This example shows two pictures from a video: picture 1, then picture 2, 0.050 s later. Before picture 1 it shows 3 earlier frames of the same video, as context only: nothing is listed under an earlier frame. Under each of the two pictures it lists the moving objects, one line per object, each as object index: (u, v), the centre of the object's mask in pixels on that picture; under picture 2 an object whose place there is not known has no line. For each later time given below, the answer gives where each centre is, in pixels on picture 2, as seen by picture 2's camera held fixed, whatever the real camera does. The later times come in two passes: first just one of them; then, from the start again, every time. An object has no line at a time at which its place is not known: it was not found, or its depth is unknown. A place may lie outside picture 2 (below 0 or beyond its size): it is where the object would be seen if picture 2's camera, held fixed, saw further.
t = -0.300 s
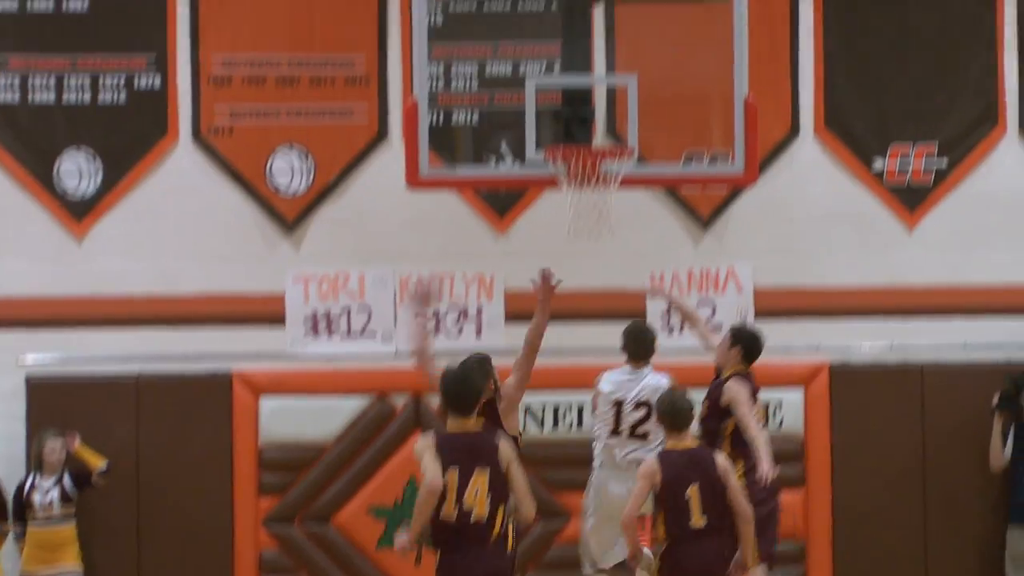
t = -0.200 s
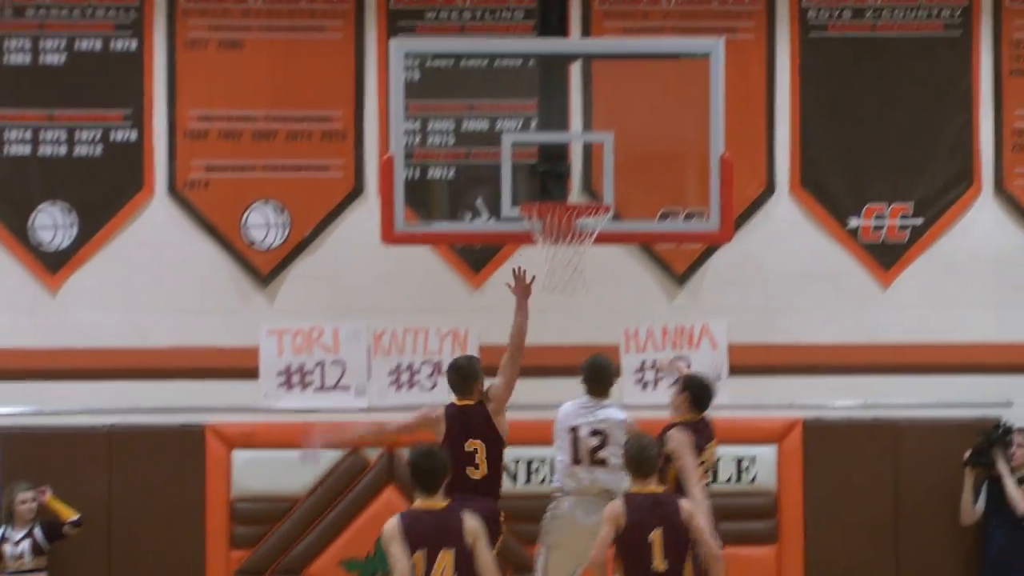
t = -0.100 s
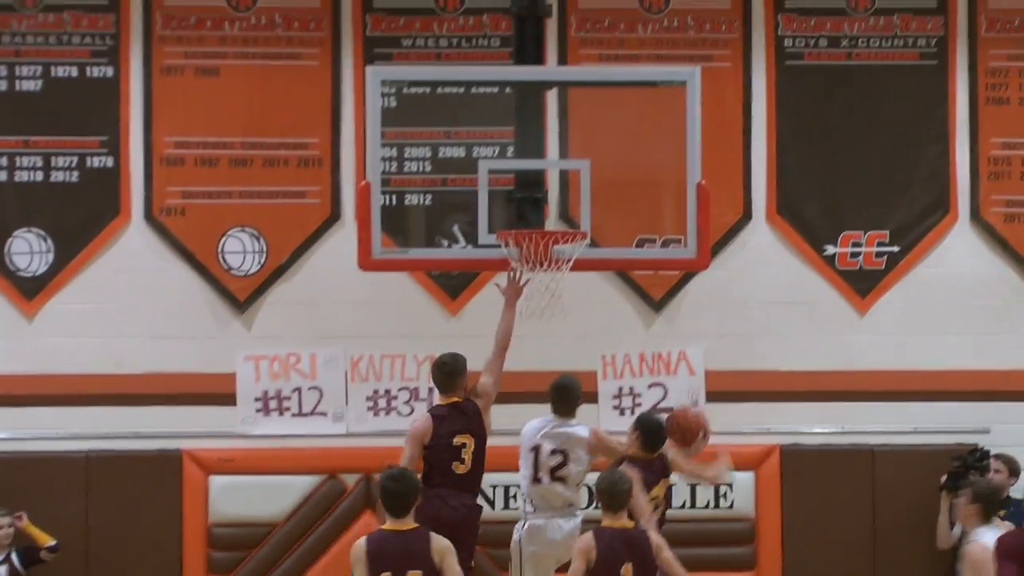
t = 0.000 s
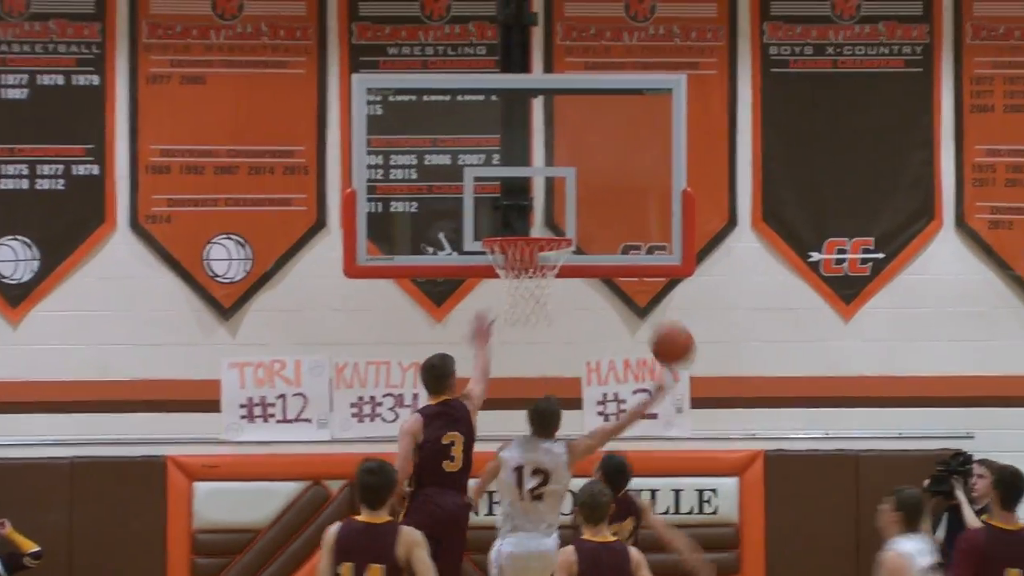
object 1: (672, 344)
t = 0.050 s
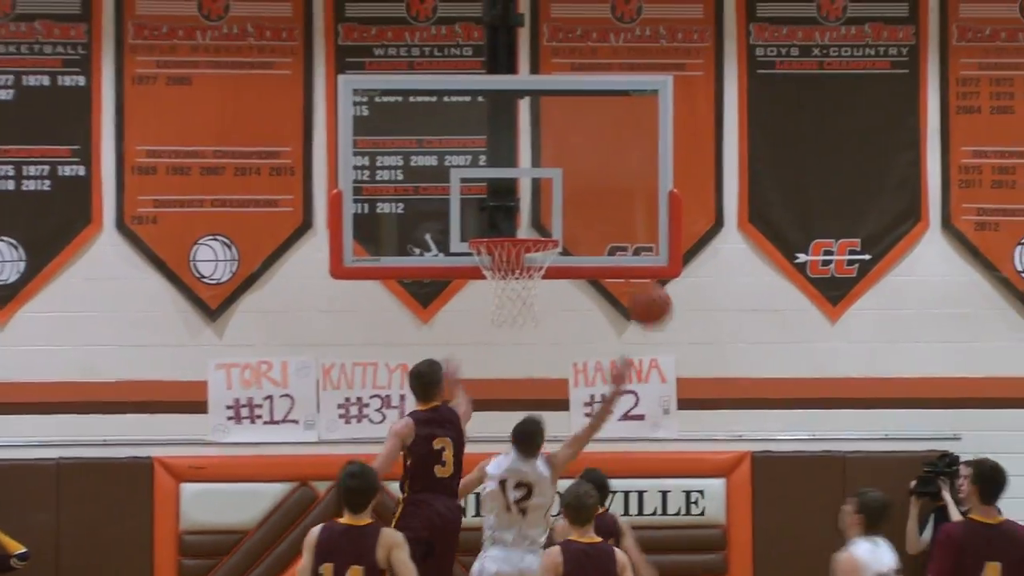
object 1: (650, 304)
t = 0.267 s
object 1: (607, 177)
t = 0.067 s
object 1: (647, 291)
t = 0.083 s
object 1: (644, 281)
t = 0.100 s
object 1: (640, 269)
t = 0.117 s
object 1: (637, 259)
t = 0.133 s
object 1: (634, 247)
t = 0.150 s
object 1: (630, 237)
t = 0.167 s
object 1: (627, 226)
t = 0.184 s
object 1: (624, 217)
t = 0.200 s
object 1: (620, 207)
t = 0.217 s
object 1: (617, 199)
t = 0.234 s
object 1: (614, 191)
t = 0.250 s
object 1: (610, 184)
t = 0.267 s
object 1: (607, 177)
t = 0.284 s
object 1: (604, 170)
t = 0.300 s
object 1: (601, 165)
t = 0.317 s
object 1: (598, 159)
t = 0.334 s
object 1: (594, 153)
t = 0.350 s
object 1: (591, 150)
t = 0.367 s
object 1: (588, 145)
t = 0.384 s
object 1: (585, 142)
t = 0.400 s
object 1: (581, 141)
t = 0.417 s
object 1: (578, 141)
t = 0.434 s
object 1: (575, 142)
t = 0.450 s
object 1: (570, 143)
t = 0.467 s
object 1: (567, 145)
